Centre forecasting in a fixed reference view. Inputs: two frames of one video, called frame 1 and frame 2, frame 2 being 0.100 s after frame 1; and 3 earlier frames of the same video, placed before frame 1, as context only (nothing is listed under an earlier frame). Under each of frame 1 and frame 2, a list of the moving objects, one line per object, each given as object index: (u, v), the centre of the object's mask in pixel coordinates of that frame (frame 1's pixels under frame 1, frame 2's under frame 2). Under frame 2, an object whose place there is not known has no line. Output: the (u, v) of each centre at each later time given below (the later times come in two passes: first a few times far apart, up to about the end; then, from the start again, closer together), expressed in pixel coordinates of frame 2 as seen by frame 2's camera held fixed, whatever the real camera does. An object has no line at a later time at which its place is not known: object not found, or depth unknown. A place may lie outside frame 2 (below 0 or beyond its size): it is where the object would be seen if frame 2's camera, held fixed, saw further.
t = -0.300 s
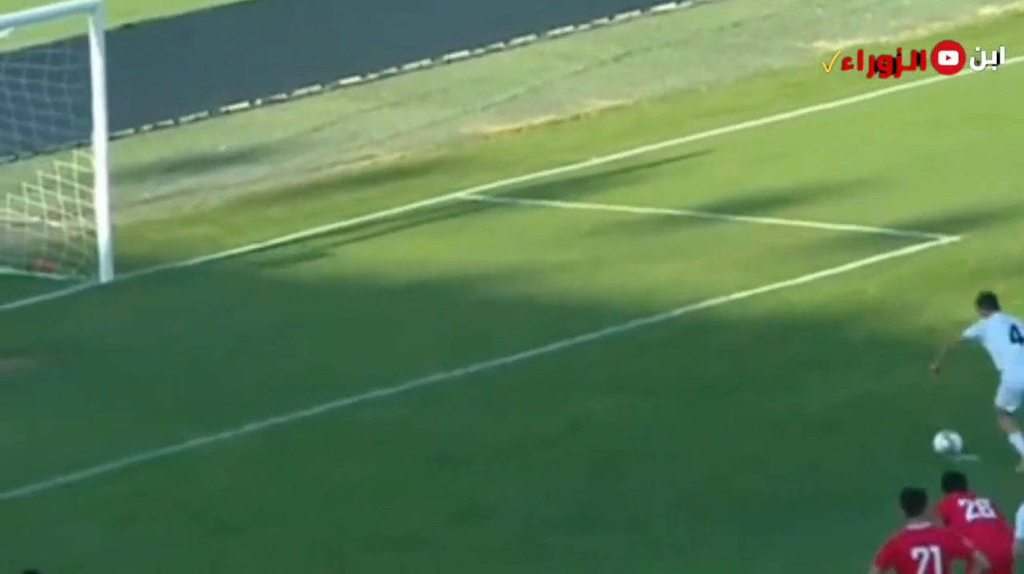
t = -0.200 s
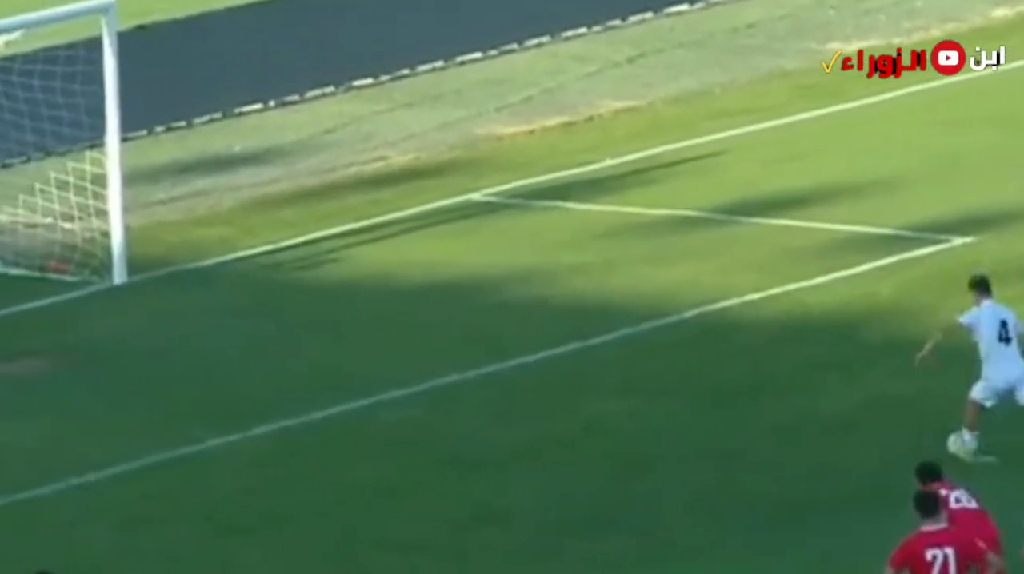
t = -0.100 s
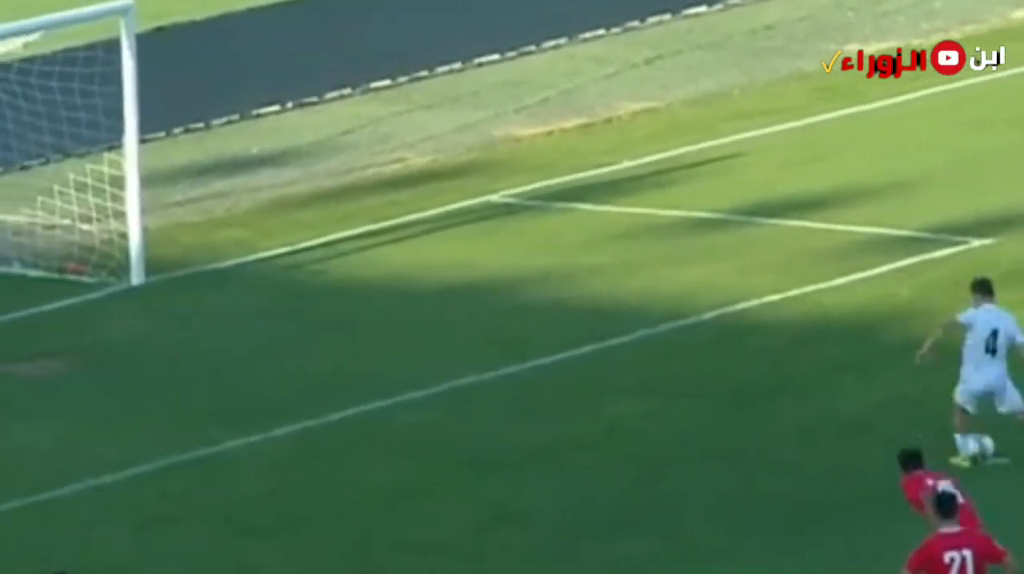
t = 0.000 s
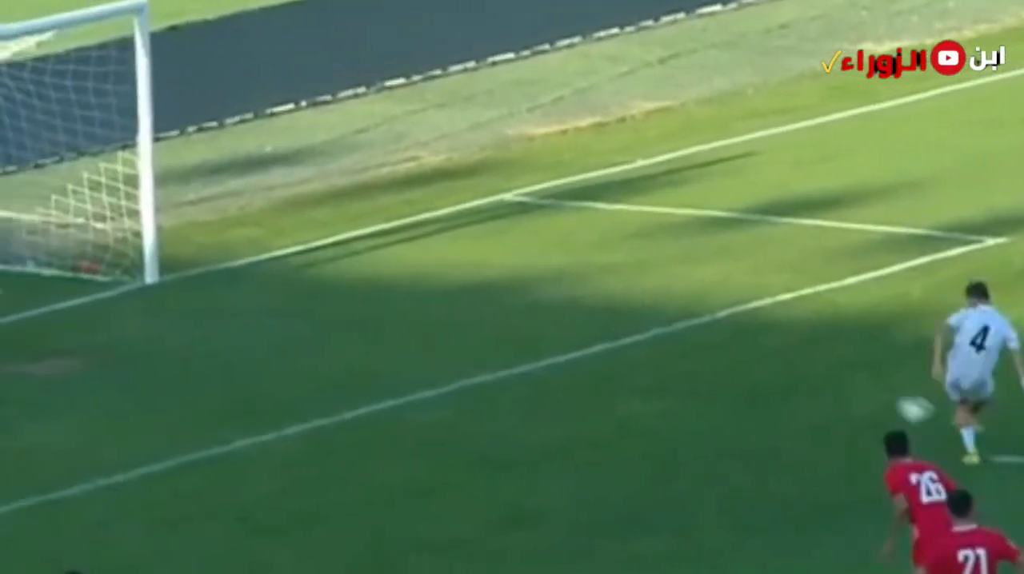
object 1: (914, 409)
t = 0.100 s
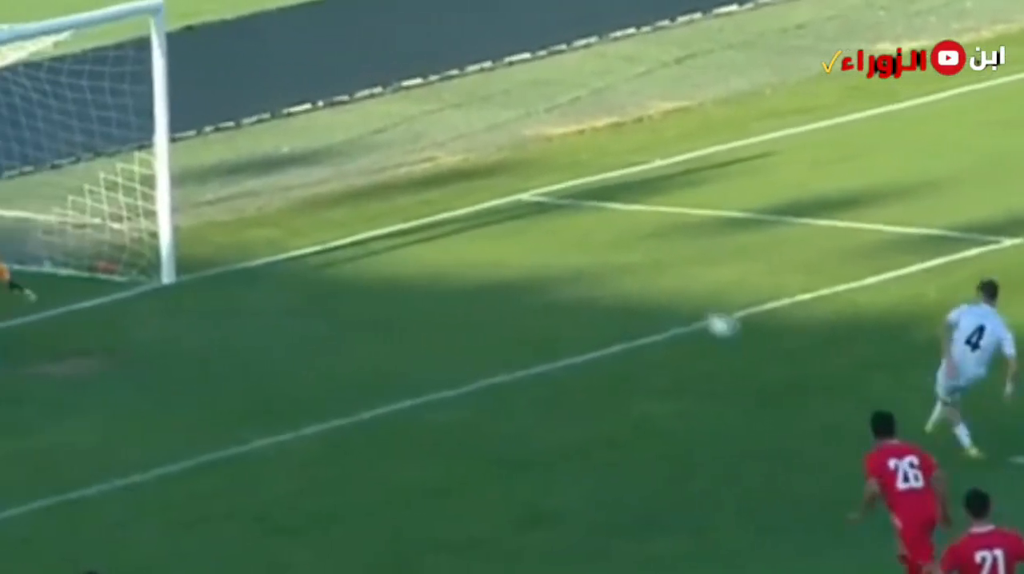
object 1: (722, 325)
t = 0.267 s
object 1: (402, 226)
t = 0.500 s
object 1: (-36, 160)
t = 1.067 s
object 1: (-56, 243)
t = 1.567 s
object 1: (66, 287)
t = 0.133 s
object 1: (639, 295)
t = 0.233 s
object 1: (481, 245)
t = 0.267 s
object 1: (402, 226)
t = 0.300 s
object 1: (326, 209)
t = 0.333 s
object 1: (252, 195)
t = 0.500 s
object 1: (-36, 160)
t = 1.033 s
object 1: (-62, 252)
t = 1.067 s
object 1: (-56, 243)
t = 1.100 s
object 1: (-47, 237)
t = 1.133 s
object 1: (-37, 226)
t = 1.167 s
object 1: (-31, 228)
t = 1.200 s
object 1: (-27, 228)
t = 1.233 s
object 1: (-23, 226)
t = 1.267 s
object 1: (-13, 224)
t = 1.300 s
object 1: (-1, 227)
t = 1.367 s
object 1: (16, 235)
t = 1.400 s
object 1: (21, 238)
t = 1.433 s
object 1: (27, 239)
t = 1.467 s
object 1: (38, 251)
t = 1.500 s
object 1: (44, 261)
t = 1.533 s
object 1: (59, 276)
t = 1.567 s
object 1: (66, 287)
